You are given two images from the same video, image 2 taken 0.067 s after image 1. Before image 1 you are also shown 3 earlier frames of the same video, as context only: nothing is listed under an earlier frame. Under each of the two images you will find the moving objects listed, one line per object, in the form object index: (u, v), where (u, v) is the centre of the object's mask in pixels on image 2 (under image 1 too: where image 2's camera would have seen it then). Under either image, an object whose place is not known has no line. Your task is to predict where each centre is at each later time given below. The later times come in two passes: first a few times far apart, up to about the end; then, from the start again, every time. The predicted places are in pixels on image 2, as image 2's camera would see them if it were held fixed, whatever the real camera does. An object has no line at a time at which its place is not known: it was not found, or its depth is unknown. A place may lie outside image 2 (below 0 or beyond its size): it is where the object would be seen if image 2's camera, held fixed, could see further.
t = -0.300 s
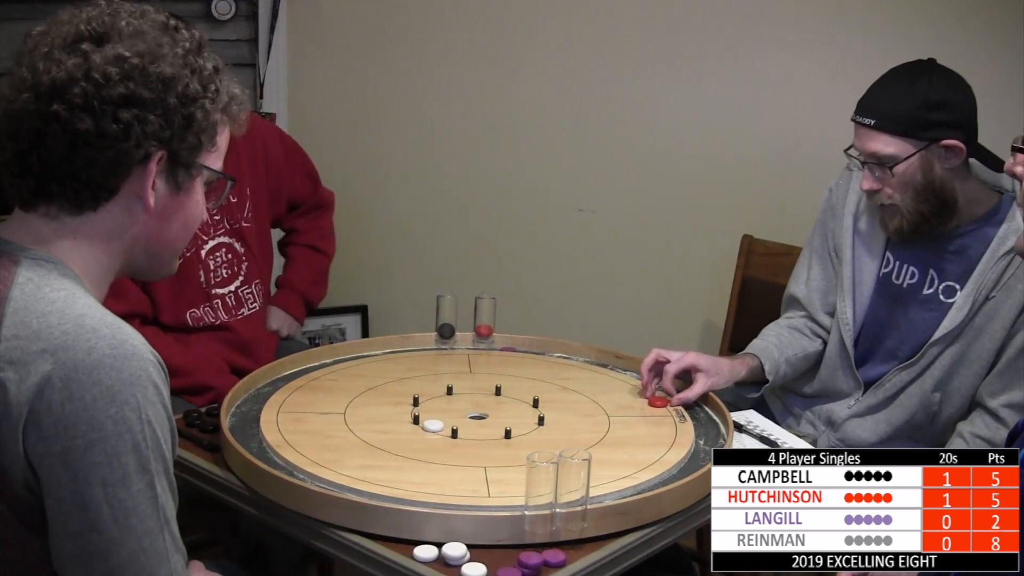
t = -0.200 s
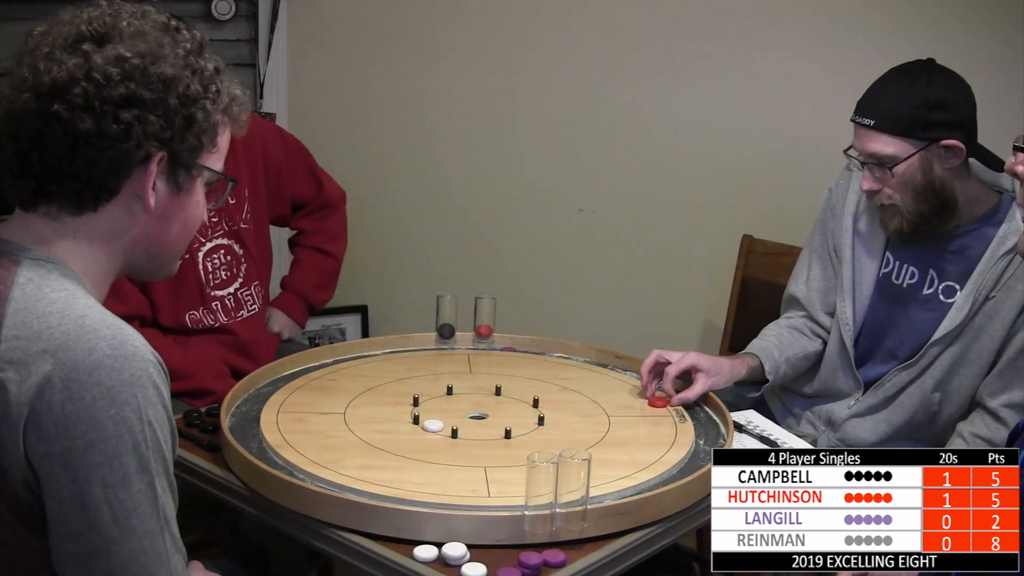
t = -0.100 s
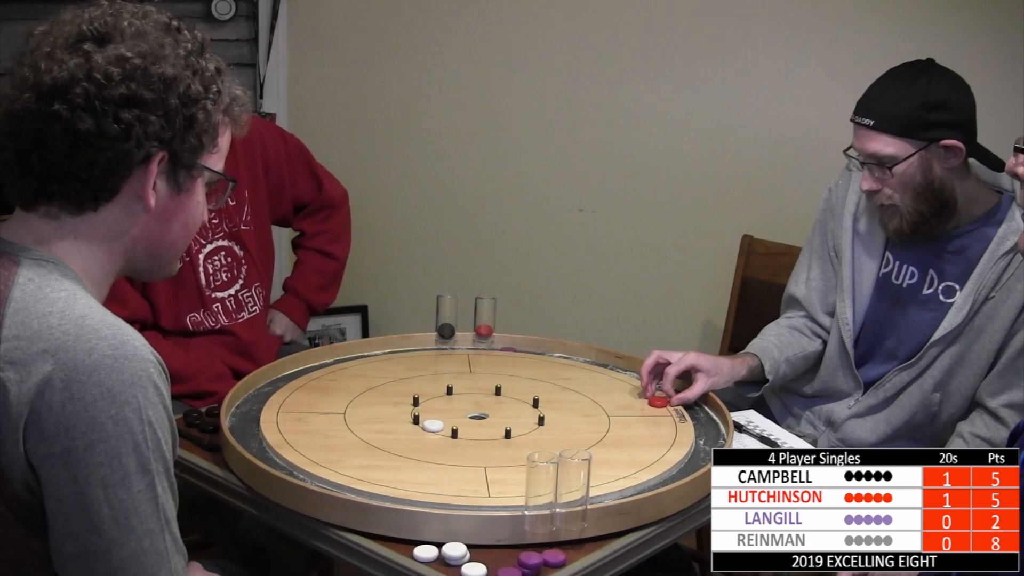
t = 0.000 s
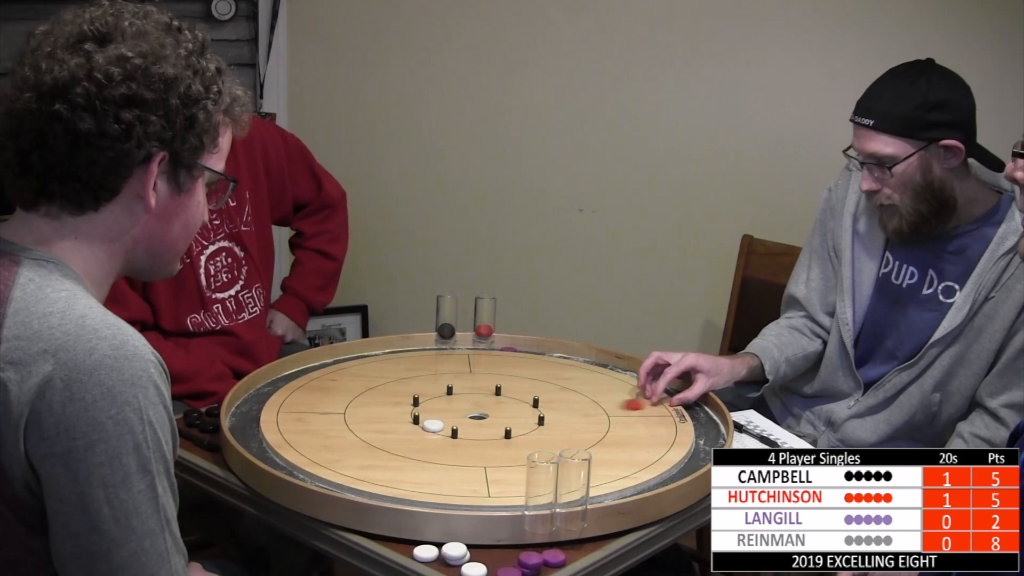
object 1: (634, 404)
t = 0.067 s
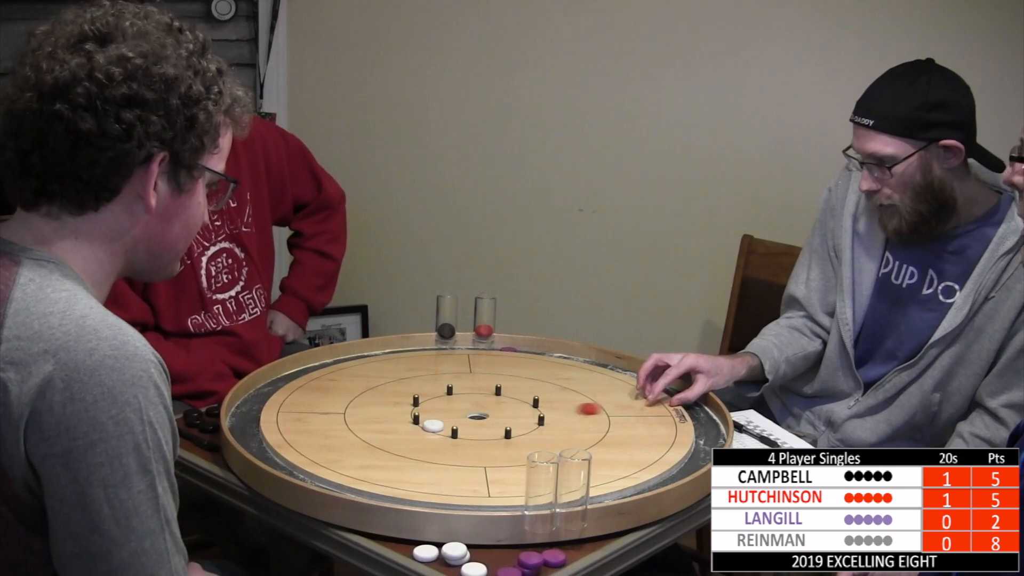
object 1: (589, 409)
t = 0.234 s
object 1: (488, 418)
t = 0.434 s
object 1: (436, 418)
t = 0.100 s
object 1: (568, 411)
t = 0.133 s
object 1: (548, 412)
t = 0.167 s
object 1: (526, 414)
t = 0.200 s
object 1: (506, 416)
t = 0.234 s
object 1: (488, 418)
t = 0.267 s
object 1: (469, 419)
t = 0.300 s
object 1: (453, 420)
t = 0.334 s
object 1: (445, 420)
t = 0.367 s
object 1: (441, 419)
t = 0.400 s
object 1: (438, 418)
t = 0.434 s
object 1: (436, 418)
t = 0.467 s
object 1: (435, 417)
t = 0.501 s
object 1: (434, 417)
